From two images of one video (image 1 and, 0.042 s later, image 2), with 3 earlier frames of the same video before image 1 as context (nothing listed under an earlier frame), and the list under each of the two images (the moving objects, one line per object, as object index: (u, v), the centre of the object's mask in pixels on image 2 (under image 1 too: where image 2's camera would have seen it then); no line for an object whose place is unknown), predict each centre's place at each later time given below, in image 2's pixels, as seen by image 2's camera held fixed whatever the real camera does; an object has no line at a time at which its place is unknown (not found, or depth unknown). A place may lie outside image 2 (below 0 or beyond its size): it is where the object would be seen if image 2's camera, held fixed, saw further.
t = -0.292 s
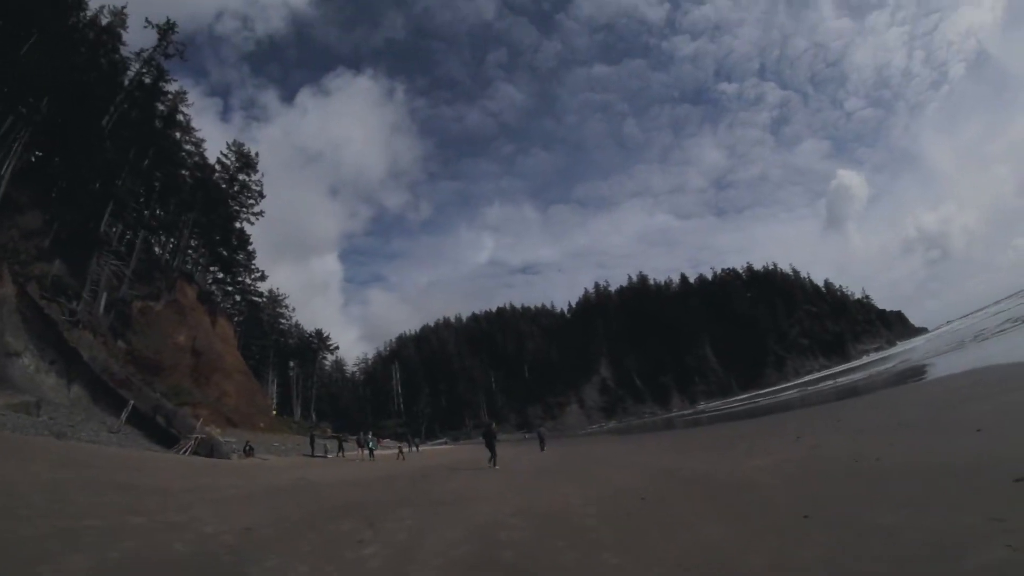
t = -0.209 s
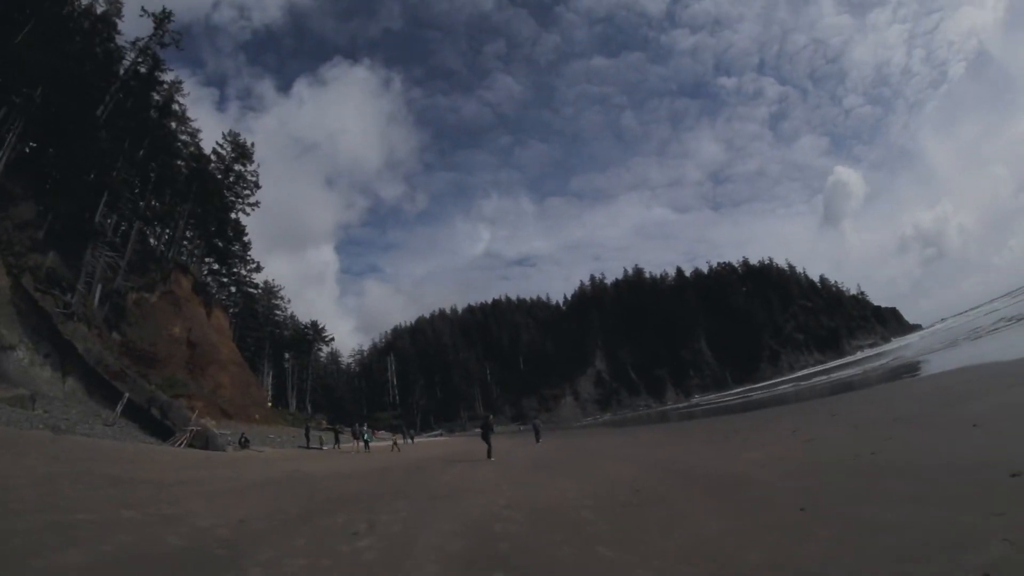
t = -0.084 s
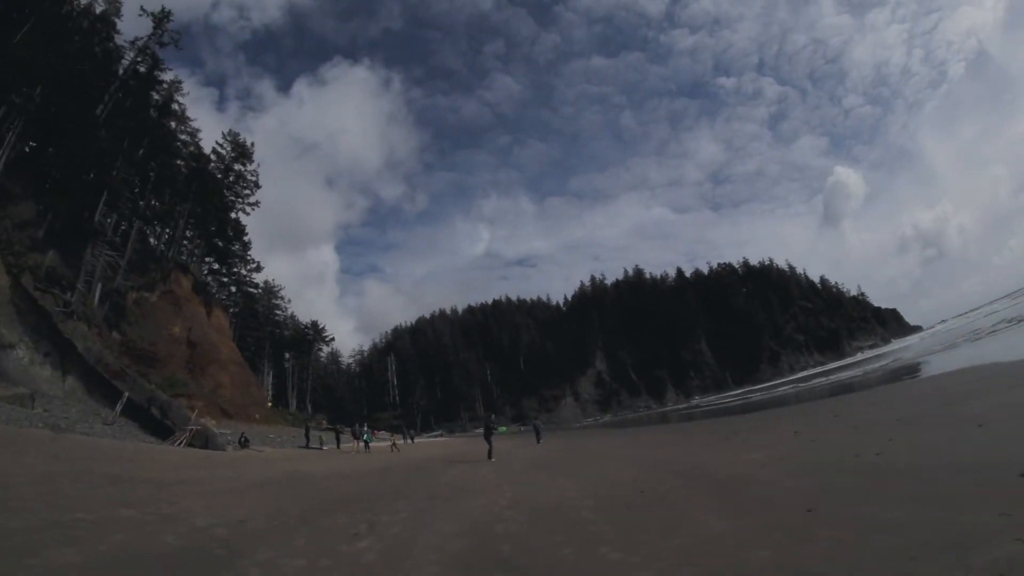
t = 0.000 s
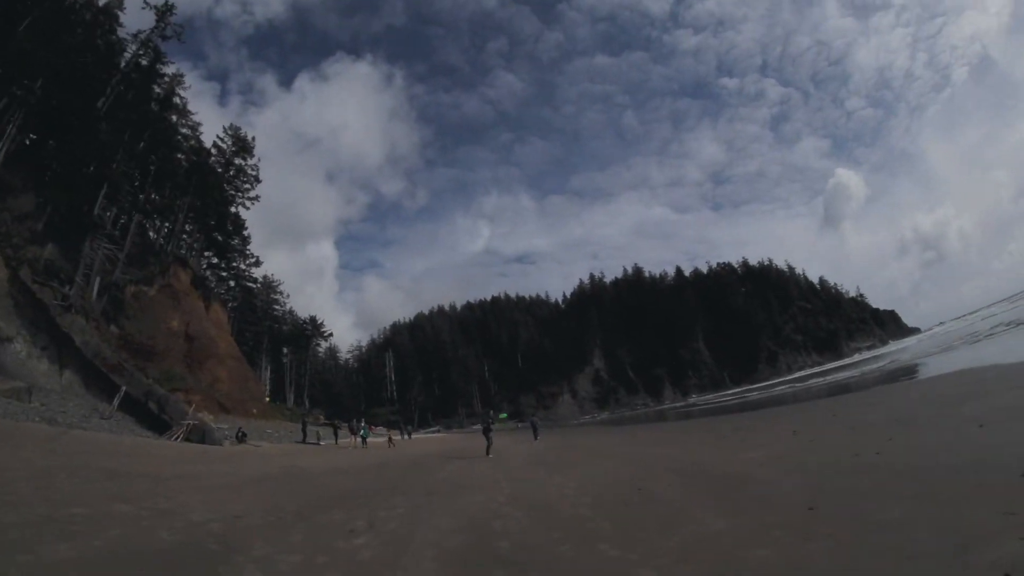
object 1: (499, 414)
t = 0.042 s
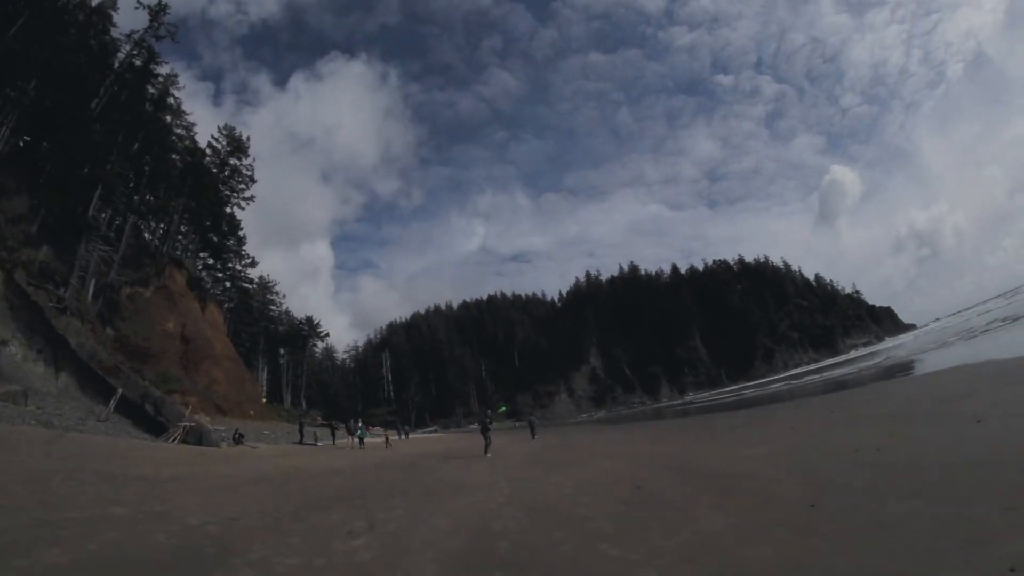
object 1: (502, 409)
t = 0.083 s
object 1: (502, 404)
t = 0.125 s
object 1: (504, 398)
